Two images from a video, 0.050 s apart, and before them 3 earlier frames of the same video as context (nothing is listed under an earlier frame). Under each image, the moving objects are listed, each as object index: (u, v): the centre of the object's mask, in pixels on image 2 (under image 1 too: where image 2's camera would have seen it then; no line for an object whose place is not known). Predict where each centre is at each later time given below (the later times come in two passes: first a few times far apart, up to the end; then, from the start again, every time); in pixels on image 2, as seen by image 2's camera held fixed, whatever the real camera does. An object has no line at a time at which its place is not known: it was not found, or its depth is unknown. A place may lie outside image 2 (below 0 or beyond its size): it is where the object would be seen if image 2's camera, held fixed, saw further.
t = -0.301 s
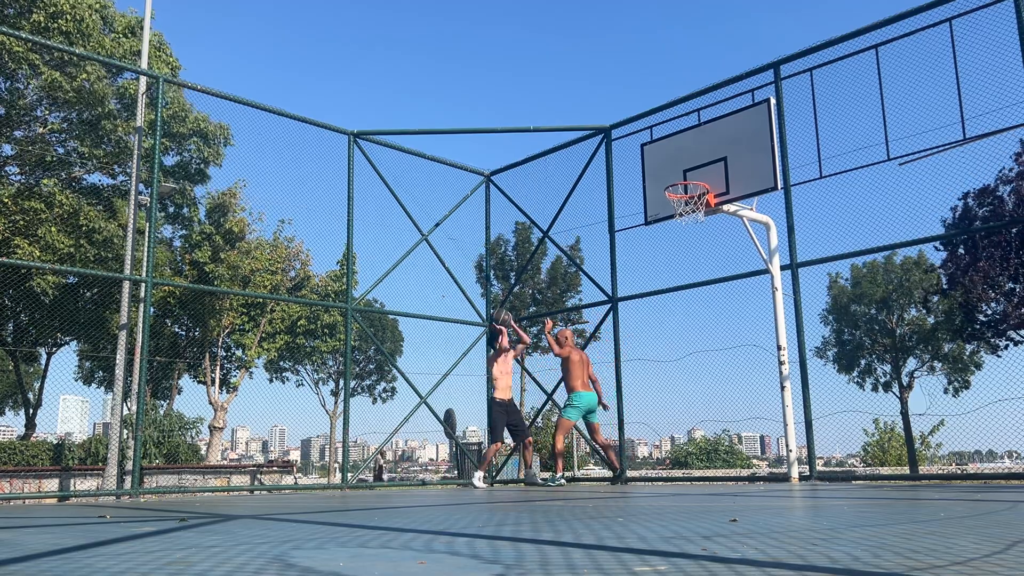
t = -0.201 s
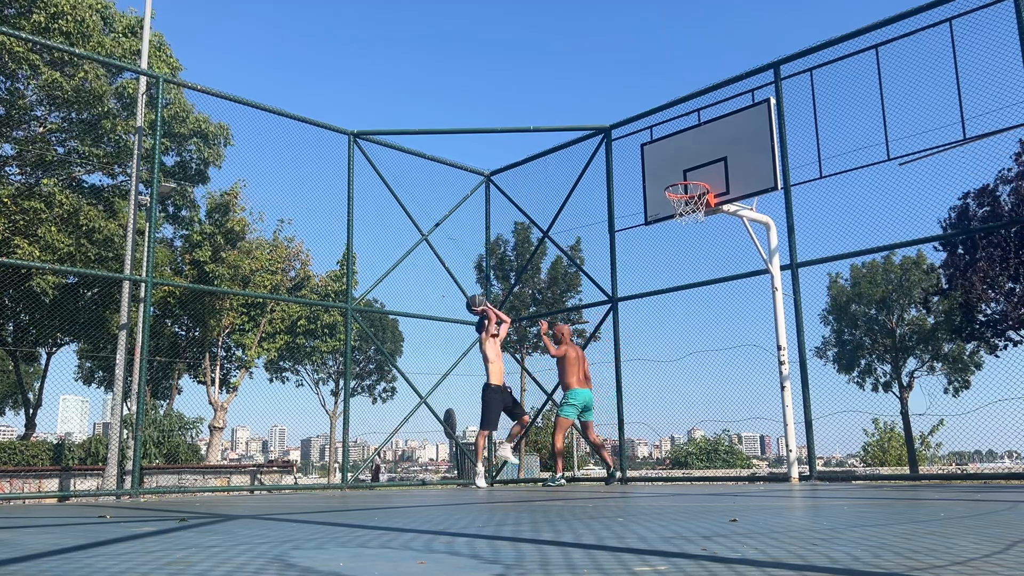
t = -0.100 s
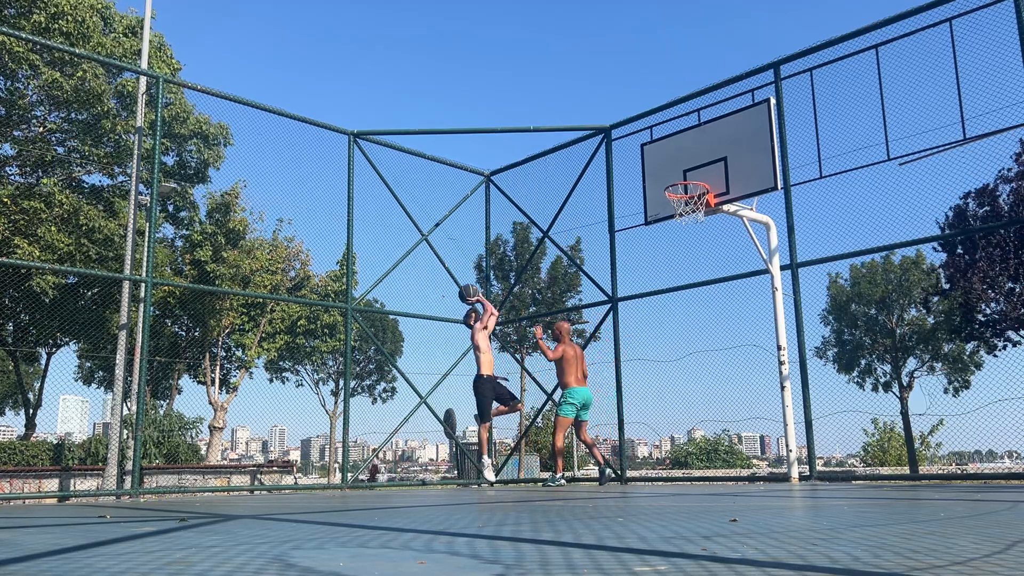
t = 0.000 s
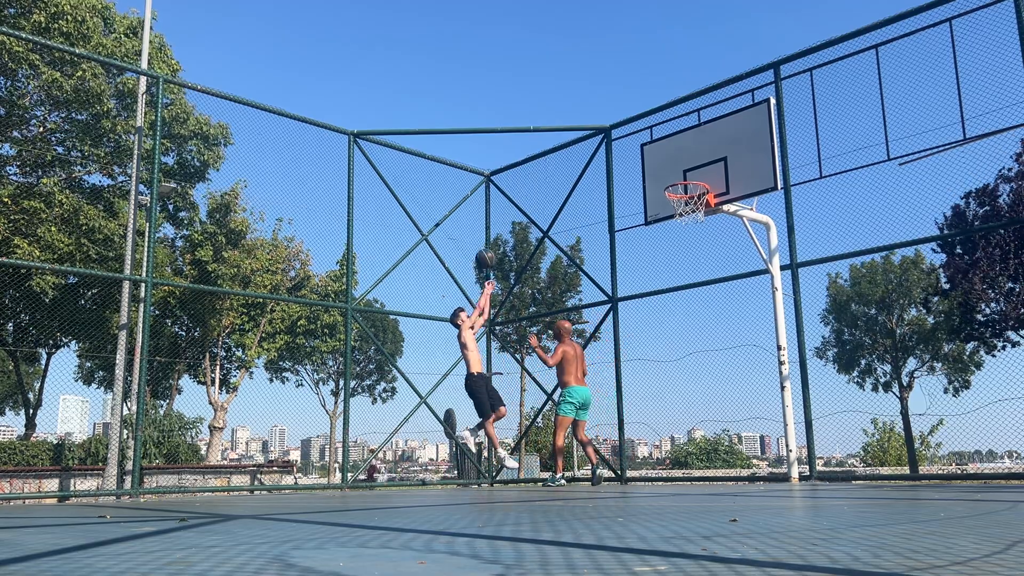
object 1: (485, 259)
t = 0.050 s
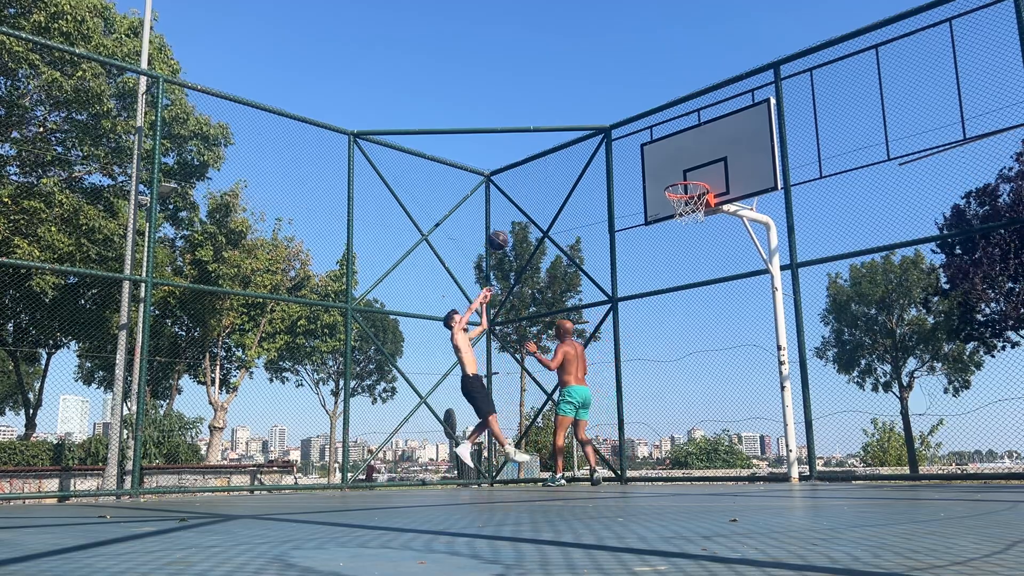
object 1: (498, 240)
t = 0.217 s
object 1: (540, 193)
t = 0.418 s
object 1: (591, 165)
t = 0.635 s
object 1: (649, 173)
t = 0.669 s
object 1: (658, 177)
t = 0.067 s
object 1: (502, 235)
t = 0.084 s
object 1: (507, 229)
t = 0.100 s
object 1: (511, 224)
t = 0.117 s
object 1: (515, 219)
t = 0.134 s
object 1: (519, 214)
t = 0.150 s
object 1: (523, 210)
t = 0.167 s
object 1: (528, 205)
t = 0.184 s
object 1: (532, 201)
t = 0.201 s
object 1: (536, 197)
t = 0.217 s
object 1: (540, 193)
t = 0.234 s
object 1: (544, 189)
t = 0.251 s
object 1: (548, 186)
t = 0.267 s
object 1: (552, 183)
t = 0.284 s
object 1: (557, 180)
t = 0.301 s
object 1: (561, 178)
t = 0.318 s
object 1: (565, 175)
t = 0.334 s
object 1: (569, 173)
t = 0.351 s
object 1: (574, 171)
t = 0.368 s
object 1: (578, 170)
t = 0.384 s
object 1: (582, 168)
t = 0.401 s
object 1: (586, 167)
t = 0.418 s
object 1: (591, 165)
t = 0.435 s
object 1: (595, 165)
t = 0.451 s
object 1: (599, 164)
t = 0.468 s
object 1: (604, 164)
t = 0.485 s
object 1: (608, 163)
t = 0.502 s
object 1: (613, 164)
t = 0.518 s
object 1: (619, 164)
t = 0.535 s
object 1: (622, 164)
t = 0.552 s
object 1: (626, 165)
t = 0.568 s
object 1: (630, 166)
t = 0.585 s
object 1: (635, 168)
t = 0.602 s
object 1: (639, 169)
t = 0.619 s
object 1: (644, 171)
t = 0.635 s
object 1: (649, 173)
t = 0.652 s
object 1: (654, 175)
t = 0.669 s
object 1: (658, 177)
